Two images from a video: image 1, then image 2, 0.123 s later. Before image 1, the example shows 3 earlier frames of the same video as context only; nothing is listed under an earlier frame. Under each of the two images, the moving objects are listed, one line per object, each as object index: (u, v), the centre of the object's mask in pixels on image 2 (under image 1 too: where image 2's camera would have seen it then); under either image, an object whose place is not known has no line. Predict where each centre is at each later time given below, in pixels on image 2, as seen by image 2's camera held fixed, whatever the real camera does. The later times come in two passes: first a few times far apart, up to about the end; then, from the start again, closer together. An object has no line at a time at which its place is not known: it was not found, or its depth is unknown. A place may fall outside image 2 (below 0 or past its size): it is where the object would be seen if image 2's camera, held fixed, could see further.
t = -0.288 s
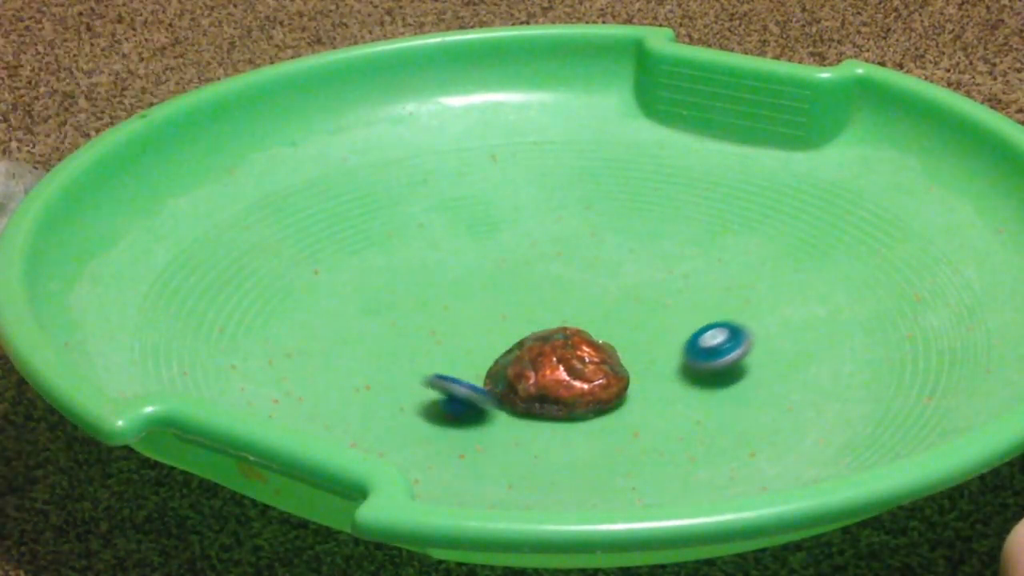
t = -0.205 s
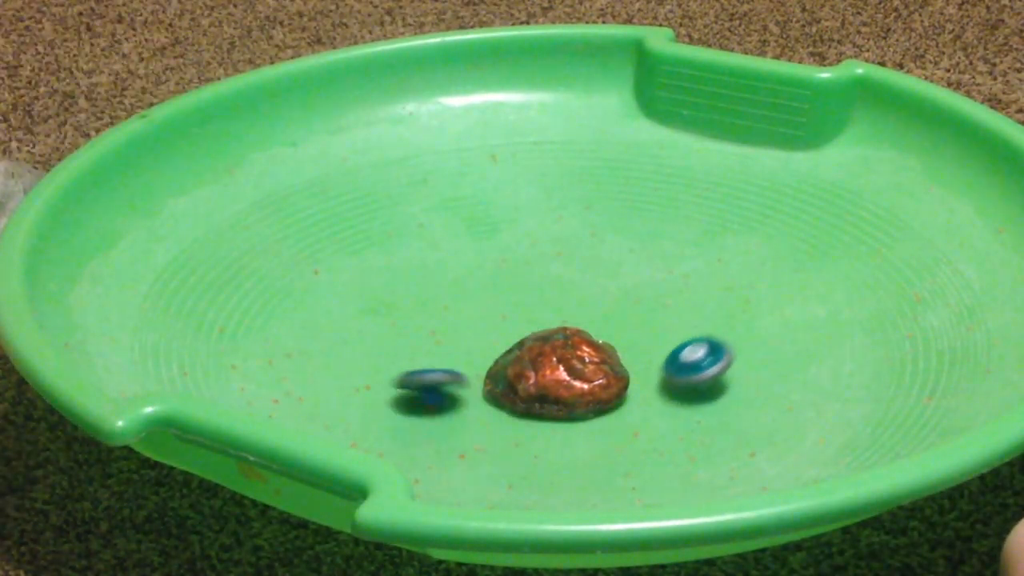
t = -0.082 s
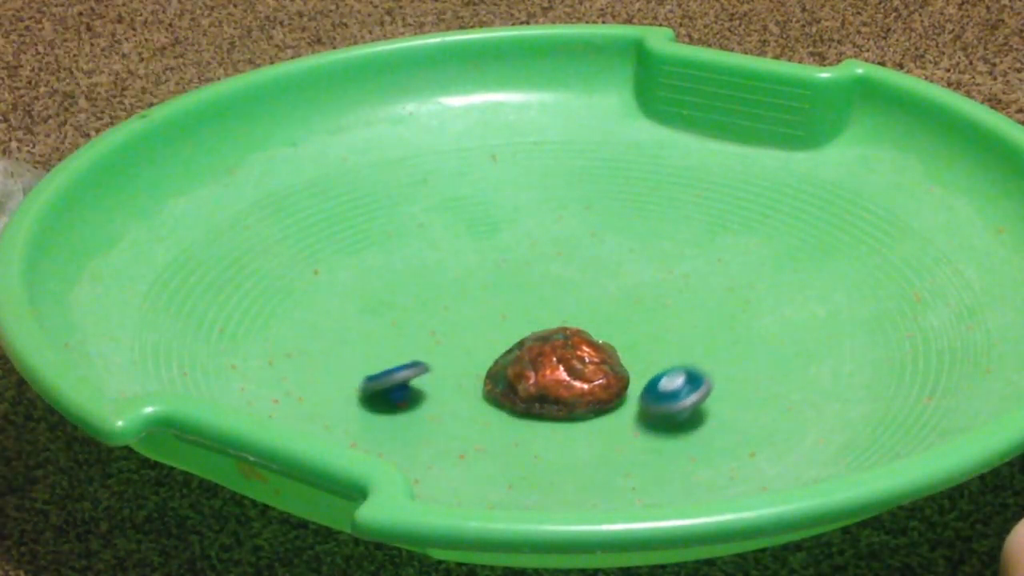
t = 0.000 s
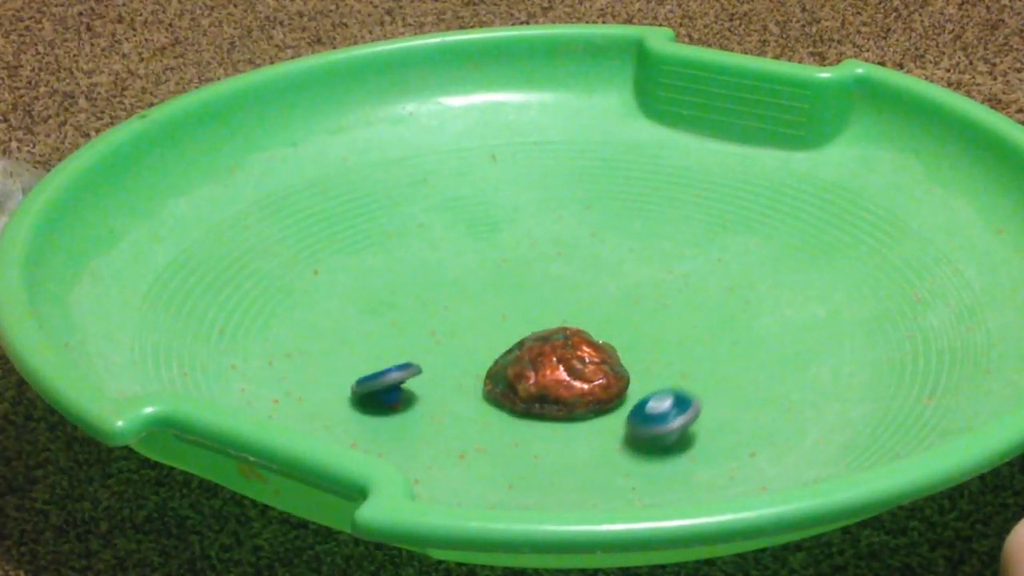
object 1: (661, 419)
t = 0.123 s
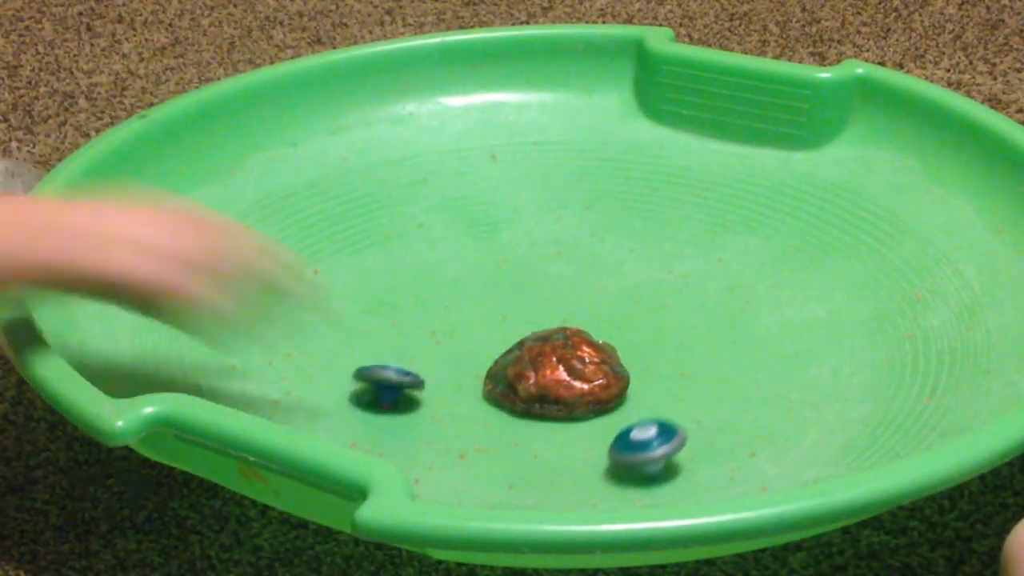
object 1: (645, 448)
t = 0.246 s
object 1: (636, 465)
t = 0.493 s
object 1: (614, 477)
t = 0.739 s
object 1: (565, 454)
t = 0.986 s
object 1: (476, 419)
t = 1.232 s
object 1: (395, 371)
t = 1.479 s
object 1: (350, 328)
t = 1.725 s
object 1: (342, 304)
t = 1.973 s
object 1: (378, 290)
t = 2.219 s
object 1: (458, 285)
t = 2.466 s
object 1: (556, 274)
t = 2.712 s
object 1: (632, 266)
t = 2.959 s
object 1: (676, 282)
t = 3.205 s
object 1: (699, 320)
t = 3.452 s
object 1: (726, 363)
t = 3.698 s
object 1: (729, 396)
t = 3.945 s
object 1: (693, 421)
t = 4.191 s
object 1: (620, 435)
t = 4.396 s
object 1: (544, 439)
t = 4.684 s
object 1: (462, 432)
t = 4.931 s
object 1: (427, 407)
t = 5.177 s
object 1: (401, 363)
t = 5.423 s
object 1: (389, 330)
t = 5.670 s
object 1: (409, 309)
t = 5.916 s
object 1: (461, 294)
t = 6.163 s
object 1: (532, 281)
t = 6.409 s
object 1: (590, 275)
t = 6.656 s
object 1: (629, 283)
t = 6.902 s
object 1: (662, 310)
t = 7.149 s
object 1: (698, 348)
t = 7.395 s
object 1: (712, 366)
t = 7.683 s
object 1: (686, 396)
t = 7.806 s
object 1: (655, 407)
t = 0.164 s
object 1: (642, 454)
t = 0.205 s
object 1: (639, 460)
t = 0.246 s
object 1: (636, 465)
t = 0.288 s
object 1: (632, 469)
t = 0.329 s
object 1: (628, 473)
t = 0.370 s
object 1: (624, 476)
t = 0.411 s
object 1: (621, 477)
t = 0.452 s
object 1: (617, 477)
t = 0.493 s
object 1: (614, 477)
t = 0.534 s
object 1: (610, 475)
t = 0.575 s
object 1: (604, 471)
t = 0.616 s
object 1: (596, 468)
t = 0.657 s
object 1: (587, 465)
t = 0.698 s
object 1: (577, 461)
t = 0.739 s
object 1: (565, 454)
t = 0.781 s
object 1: (552, 450)
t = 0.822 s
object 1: (537, 444)
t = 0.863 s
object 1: (521, 438)
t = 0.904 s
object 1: (507, 432)
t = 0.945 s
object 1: (491, 426)
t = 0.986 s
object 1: (476, 419)
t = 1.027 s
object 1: (460, 411)
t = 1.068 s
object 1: (447, 403)
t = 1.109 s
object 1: (433, 396)
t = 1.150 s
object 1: (420, 388)
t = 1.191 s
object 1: (407, 380)
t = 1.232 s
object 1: (395, 371)
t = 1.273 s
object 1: (384, 363)
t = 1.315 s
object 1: (376, 355)
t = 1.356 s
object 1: (368, 348)
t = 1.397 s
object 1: (361, 341)
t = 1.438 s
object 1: (355, 334)
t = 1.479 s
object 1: (350, 328)
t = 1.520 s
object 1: (345, 322)
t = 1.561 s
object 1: (342, 317)
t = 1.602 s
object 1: (340, 315)
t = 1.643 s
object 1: (339, 311)
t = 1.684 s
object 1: (340, 307)
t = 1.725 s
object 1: (342, 304)
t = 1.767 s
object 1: (345, 301)
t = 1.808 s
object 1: (350, 299)
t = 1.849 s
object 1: (355, 296)
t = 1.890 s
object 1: (361, 294)
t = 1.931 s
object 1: (369, 292)
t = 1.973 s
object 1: (378, 290)
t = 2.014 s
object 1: (387, 288)
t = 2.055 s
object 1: (399, 288)
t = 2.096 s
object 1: (412, 287)
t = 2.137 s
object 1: (427, 286)
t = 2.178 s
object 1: (442, 286)
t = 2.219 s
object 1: (458, 285)
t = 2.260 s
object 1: (475, 283)
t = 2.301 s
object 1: (492, 282)
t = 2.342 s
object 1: (508, 280)
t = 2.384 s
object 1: (525, 277)
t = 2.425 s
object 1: (540, 276)
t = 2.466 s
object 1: (556, 274)
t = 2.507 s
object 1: (570, 272)
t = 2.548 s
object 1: (584, 270)
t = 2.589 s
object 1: (597, 269)
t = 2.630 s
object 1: (610, 267)
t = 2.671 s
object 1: (622, 267)
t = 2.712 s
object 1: (632, 266)
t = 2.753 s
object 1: (642, 267)
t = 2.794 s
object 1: (650, 268)
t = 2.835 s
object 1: (657, 270)
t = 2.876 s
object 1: (664, 273)
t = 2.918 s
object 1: (670, 277)
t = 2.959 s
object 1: (676, 282)
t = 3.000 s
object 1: (680, 287)
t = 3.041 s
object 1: (685, 293)
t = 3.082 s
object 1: (689, 299)
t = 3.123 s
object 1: (693, 306)
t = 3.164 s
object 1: (696, 312)
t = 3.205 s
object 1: (699, 320)
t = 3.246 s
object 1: (703, 327)
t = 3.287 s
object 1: (708, 334)
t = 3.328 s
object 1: (714, 341)
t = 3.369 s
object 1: (719, 349)
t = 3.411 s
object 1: (723, 355)
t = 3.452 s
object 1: (726, 363)
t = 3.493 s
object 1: (730, 365)
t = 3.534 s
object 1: (731, 376)
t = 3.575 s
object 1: (732, 383)
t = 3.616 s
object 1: (732, 389)
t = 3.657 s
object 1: (730, 395)
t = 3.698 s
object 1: (729, 396)
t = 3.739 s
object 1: (725, 402)
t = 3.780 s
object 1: (722, 404)
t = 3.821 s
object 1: (716, 409)
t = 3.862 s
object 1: (709, 415)
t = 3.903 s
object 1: (702, 418)
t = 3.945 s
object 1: (693, 421)
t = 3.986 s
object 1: (684, 425)
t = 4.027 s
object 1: (673, 427)
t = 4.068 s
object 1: (661, 429)
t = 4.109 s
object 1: (648, 431)
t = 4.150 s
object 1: (634, 433)
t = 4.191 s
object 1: (620, 435)
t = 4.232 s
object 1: (606, 437)
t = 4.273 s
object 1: (591, 437)
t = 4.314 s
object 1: (575, 438)
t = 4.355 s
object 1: (559, 439)
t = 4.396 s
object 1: (544, 439)
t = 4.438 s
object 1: (530, 439)
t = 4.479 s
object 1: (516, 439)
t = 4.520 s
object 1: (504, 439)
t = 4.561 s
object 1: (492, 437)
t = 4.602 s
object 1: (482, 436)
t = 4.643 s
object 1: (471, 434)
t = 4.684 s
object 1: (462, 432)
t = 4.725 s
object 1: (454, 430)
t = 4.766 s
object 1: (447, 426)
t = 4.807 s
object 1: (441, 421)
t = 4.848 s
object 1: (436, 416)
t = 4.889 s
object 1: (431, 412)
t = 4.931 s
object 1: (427, 407)
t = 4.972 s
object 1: (423, 401)
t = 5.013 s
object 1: (418, 392)
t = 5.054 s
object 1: (414, 384)
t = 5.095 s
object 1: (410, 377)
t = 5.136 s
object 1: (406, 370)
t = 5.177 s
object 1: (401, 363)
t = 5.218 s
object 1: (398, 355)
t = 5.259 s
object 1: (396, 348)
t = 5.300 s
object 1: (393, 341)
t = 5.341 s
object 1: (391, 336)
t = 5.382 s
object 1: (389, 334)
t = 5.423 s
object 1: (389, 330)
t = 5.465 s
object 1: (390, 325)
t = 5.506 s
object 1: (392, 322)
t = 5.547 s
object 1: (395, 318)
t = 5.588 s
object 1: (399, 315)
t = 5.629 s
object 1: (403, 312)
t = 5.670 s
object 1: (409, 309)
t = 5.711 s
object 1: (414, 306)
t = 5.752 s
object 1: (422, 304)
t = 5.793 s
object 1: (430, 301)
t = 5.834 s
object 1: (439, 298)
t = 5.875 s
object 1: (450, 296)
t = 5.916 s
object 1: (461, 294)
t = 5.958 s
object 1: (473, 291)
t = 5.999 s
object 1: (485, 289)
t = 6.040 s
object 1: (497, 287)
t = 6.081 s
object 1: (509, 285)
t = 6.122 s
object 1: (520, 283)
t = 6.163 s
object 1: (532, 281)
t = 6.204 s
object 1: (542, 280)
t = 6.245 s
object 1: (552, 279)
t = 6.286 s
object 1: (562, 278)
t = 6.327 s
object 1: (572, 277)
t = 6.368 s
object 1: (582, 276)
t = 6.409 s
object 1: (590, 275)
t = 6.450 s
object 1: (598, 275)
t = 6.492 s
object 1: (604, 276)
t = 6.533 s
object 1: (611, 277)
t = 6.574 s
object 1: (617, 279)
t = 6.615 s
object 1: (623, 280)
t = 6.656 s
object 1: (629, 283)
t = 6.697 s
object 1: (635, 286)
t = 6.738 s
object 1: (640, 290)
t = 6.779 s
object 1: (645, 294)
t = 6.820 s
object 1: (651, 299)
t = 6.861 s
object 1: (657, 304)
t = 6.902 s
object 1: (662, 310)
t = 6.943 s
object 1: (668, 316)
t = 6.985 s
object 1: (674, 323)
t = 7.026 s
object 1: (680, 330)
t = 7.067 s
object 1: (686, 336)
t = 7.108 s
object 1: (693, 342)
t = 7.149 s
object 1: (698, 348)
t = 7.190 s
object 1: (703, 353)
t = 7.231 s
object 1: (706, 359)
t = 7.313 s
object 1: (709, 359)
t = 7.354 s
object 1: (711, 364)
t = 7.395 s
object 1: (712, 366)
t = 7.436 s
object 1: (712, 373)
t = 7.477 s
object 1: (712, 375)
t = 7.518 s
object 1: (708, 380)
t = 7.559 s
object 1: (704, 384)
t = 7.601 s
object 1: (699, 388)
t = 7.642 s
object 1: (693, 391)
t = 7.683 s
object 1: (686, 396)
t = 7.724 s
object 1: (677, 399)
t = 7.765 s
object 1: (666, 403)
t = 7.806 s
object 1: (655, 407)
